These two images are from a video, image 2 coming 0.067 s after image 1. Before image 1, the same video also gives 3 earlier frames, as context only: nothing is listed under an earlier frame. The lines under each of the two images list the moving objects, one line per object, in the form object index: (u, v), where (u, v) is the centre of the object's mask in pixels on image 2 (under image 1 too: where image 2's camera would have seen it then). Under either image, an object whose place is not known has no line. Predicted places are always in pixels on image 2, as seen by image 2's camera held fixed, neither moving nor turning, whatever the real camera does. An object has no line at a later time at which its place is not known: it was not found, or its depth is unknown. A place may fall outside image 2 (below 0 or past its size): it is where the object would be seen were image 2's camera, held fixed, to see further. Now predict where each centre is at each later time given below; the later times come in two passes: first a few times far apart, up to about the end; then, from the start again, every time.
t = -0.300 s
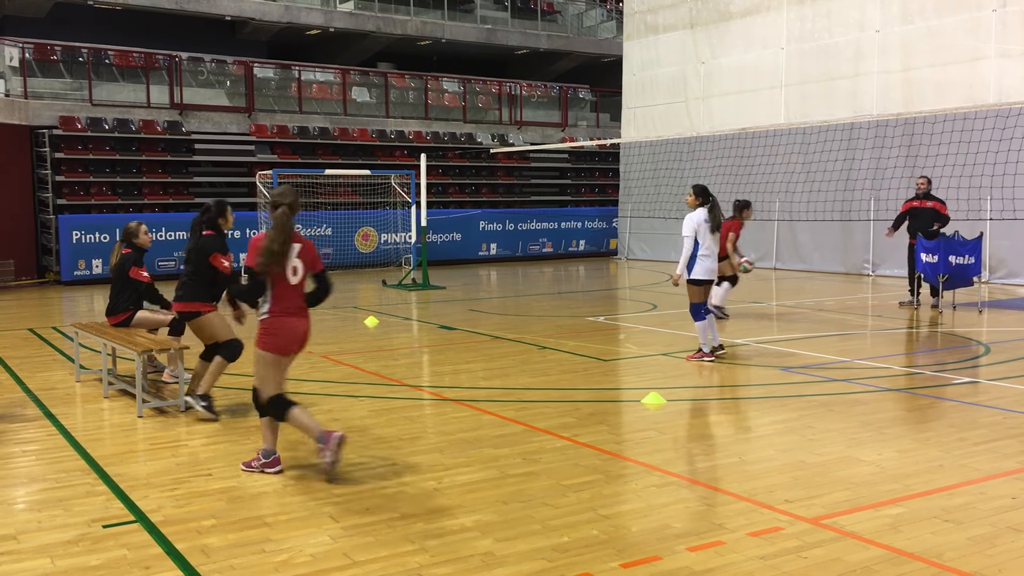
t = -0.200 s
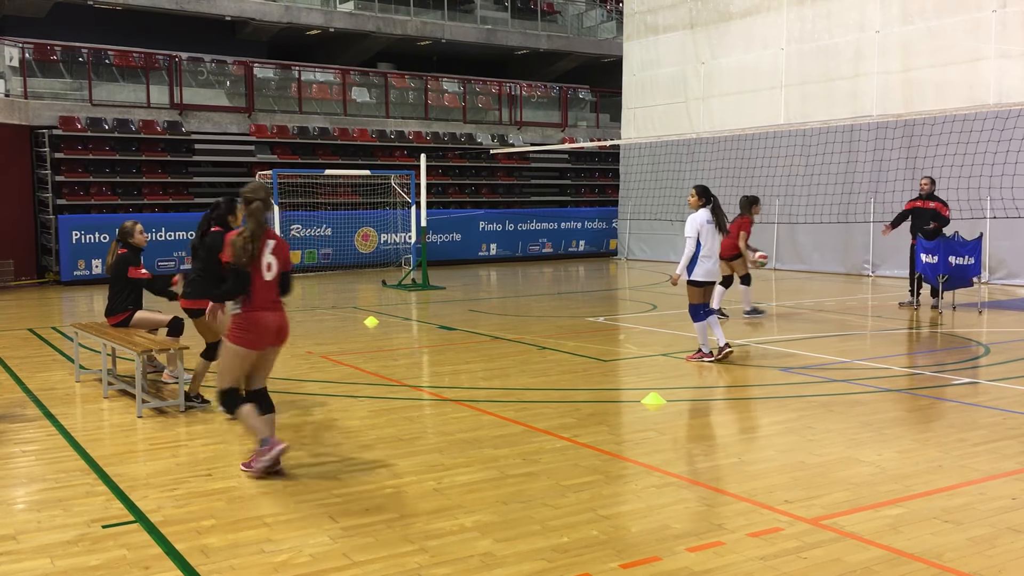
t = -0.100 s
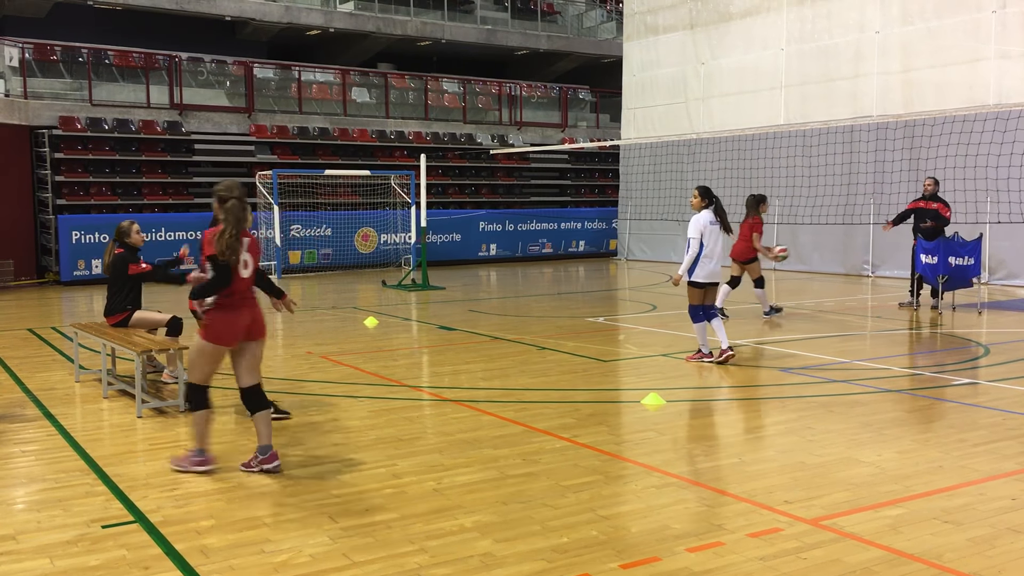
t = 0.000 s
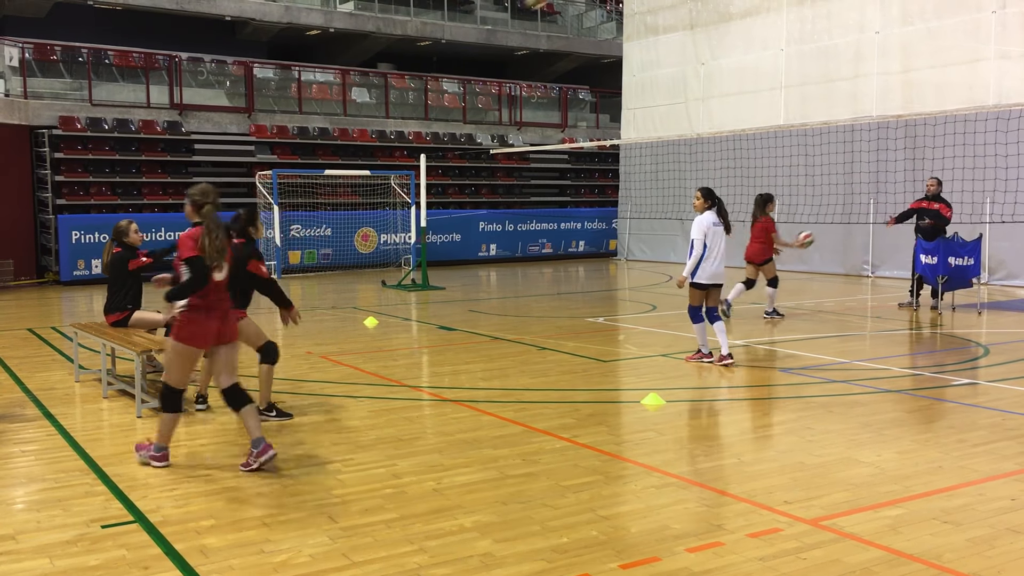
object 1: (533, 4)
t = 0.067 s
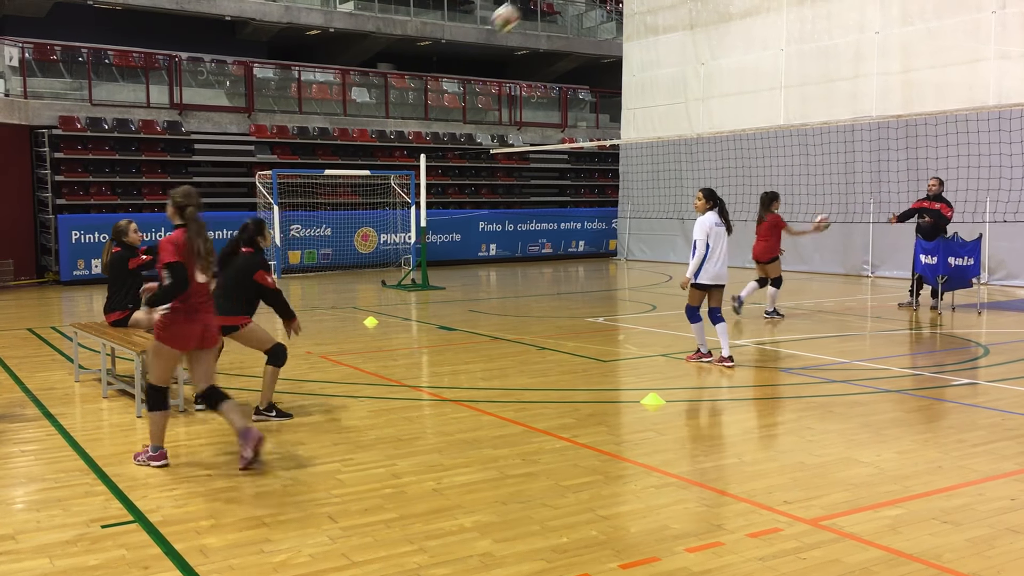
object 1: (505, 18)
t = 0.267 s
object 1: (407, 126)
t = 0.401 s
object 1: (337, 233)
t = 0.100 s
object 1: (490, 31)
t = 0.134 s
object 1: (474, 47)
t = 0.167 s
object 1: (459, 63)
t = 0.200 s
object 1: (442, 81)
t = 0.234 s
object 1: (425, 103)
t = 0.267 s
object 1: (407, 126)
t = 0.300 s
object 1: (390, 150)
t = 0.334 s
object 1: (373, 175)
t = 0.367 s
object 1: (355, 204)
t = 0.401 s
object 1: (337, 233)
